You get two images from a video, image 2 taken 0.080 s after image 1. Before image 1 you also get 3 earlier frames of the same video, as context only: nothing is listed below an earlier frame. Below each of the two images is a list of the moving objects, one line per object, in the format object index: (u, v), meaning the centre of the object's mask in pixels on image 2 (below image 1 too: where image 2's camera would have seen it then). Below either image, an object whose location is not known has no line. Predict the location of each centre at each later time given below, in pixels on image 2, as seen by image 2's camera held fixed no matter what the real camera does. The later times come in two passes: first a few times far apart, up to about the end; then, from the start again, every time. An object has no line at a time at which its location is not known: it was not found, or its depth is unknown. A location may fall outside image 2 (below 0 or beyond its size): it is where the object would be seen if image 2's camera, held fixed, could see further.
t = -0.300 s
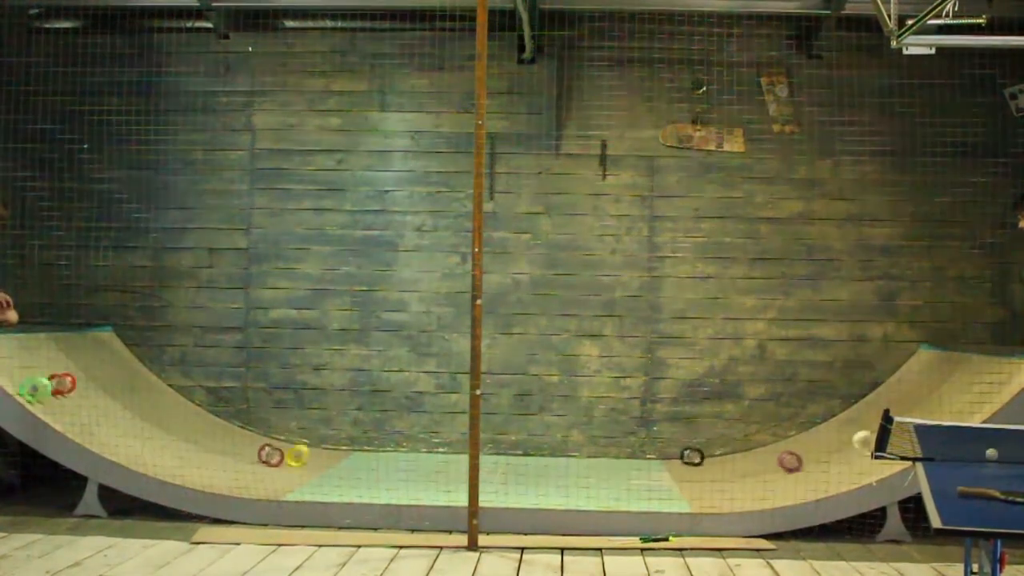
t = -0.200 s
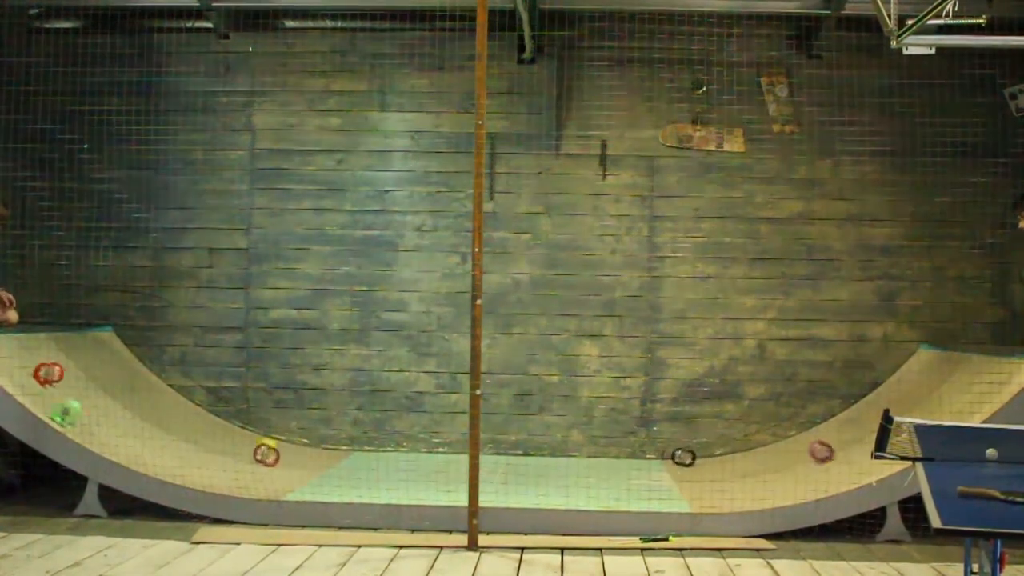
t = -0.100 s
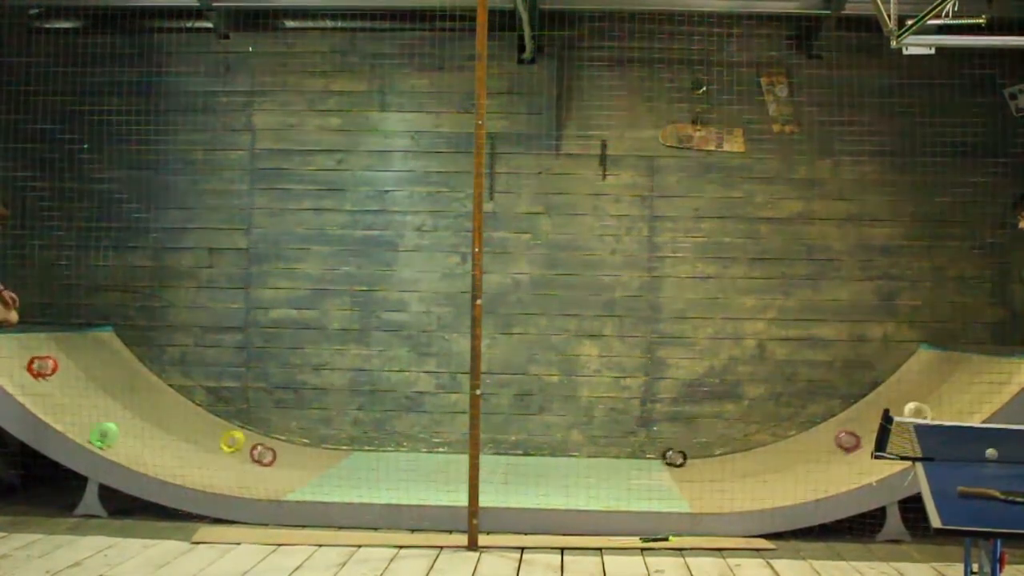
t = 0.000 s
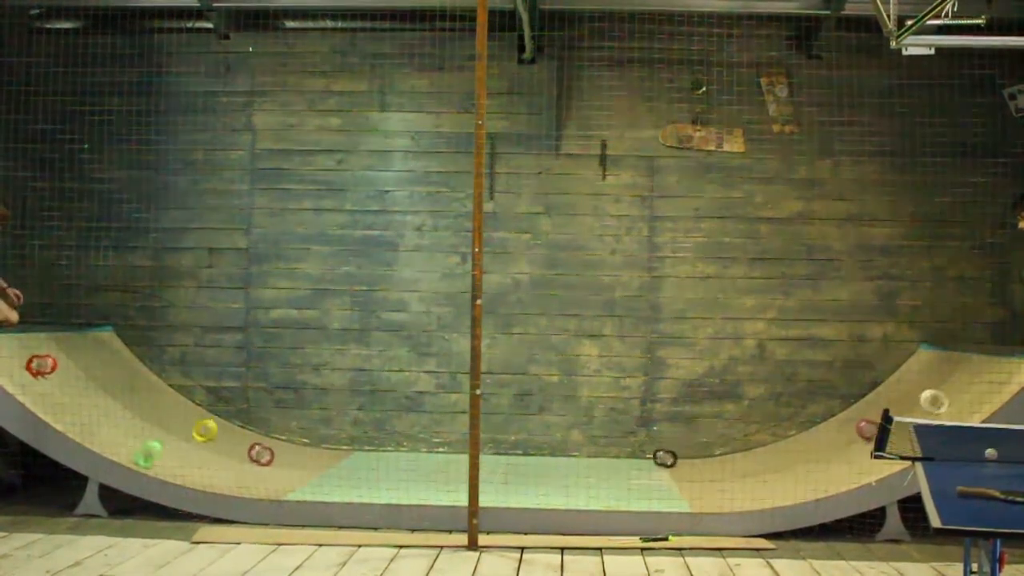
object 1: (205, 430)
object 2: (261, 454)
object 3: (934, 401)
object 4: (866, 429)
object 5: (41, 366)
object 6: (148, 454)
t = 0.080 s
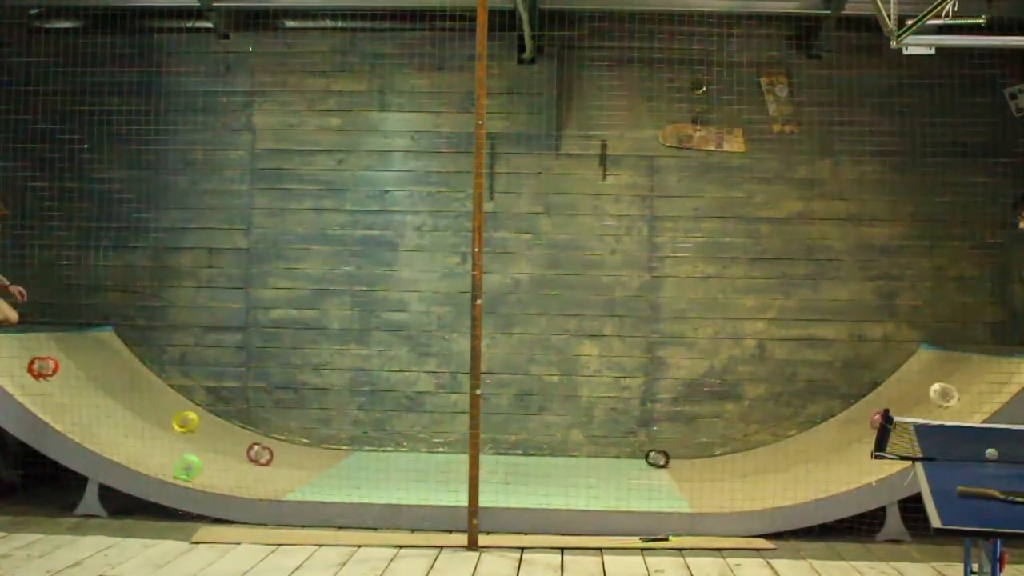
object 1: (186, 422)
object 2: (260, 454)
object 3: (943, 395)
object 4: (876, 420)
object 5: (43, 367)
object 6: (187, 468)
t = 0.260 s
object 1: (153, 403)
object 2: (260, 454)
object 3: (952, 388)
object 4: (902, 409)
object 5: (60, 383)
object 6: (284, 483)
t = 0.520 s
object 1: (131, 386)
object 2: (267, 455)
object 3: (931, 405)
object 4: (901, 409)
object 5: (115, 423)
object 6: (423, 486)
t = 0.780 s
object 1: (137, 391)
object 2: (281, 456)
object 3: (866, 437)
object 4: (860, 429)
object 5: (207, 462)
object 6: (562, 489)
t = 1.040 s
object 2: (299, 457)
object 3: (776, 473)
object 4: (797, 460)
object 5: (321, 477)
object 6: (697, 491)
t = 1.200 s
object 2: (312, 457)
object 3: (706, 481)
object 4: (743, 471)
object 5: (393, 479)
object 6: (777, 484)
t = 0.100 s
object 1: (181, 419)
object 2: (260, 454)
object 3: (946, 393)
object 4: (876, 419)
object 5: (43, 369)
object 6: (196, 471)
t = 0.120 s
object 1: (177, 417)
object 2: (259, 454)
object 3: (947, 392)
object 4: (879, 416)
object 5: (45, 370)
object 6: (207, 473)
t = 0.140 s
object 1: (173, 415)
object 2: (259, 454)
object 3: (948, 390)
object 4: (891, 412)
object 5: (46, 371)
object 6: (219, 475)
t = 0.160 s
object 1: (170, 413)
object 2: (260, 454)
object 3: (949, 390)
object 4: (897, 411)
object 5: (48, 373)
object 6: (228, 476)
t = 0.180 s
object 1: (166, 410)
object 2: (259, 454)
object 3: (951, 389)
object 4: (898, 411)
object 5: (50, 375)
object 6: (240, 479)
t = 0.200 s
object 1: (162, 409)
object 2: (260, 454)
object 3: (951, 389)
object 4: (899, 410)
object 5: (52, 376)
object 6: (250, 480)
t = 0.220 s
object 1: (159, 407)
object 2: (260, 454)
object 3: (951, 389)
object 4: (900, 410)
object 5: (54, 379)
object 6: (260, 481)
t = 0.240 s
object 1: (156, 404)
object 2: (260, 454)
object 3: (952, 388)
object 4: (902, 409)
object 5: (57, 381)
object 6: (273, 482)
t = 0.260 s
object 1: (153, 403)
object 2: (260, 454)
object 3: (952, 388)
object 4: (902, 409)
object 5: (60, 383)
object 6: (284, 483)
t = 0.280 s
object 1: (150, 401)
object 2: (260, 454)
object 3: (951, 388)
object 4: (903, 408)
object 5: (62, 386)
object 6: (295, 483)
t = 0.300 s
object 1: (147, 399)
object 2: (261, 454)
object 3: (951, 389)
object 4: (903, 408)
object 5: (65, 389)
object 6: (306, 484)
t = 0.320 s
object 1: (145, 398)
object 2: (261, 454)
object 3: (950, 389)
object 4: (904, 408)
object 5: (69, 391)
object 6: (318, 484)
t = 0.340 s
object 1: (143, 396)
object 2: (262, 454)
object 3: (950, 390)
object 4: (904, 407)
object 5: (73, 394)
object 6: (327, 484)
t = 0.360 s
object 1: (140, 394)
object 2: (262, 454)
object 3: (949, 391)
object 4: (904, 407)
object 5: (76, 397)
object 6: (339, 484)
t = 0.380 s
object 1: (139, 392)
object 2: (262, 454)
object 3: (947, 392)
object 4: (904, 407)
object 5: (80, 400)
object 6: (348, 484)
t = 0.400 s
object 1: (136, 391)
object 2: (263, 454)
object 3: (945, 394)
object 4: (904, 407)
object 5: (85, 403)
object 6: (359, 485)
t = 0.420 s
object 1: (136, 390)
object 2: (264, 454)
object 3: (944, 395)
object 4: (904, 407)
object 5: (89, 406)
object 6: (370, 485)
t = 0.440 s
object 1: (134, 389)
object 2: (265, 454)
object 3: (941, 397)
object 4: (904, 408)
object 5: (94, 410)
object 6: (381, 485)
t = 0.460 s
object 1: (133, 388)
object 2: (265, 454)
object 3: (939, 398)
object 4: (903, 408)
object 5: (99, 413)
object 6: (393, 486)
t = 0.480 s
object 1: (132, 387)
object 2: (266, 455)
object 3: (937, 400)
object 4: (903, 408)
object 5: (104, 416)
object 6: (403, 486)
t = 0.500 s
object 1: (131, 387)
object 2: (267, 455)
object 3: (934, 402)
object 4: (902, 409)
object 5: (109, 420)
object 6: (412, 486)
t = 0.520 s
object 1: (131, 386)
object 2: (267, 455)
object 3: (931, 405)
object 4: (901, 409)
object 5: (115, 423)
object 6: (423, 486)
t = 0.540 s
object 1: (130, 386)
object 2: (268, 455)
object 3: (928, 406)
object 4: (900, 409)
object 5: (121, 427)
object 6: (435, 487)
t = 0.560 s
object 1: (130, 386)
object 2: (269, 455)
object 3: (925, 408)
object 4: (899, 410)
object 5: (127, 430)
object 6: (446, 487)
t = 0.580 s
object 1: (130, 385)
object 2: (269, 455)
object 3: (921, 409)
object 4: (897, 410)
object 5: (133, 433)
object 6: (457, 487)
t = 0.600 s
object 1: (130, 385)
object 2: (271, 455)
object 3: (917, 411)
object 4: (894, 411)
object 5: (139, 437)
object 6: (462, 486)
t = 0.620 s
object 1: (130, 386)
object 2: (272, 455)
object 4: (884, 413)
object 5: (147, 440)
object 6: (483, 485)
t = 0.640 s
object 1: (130, 386)
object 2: (273, 455)
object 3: (908, 413)
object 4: (880, 416)
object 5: (153, 443)
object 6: (489, 487)
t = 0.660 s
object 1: (130, 386)
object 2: (274, 455)
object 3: (903, 414)
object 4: (877, 418)
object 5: (161, 446)
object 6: (500, 488)
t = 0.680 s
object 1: (131, 387)
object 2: (275, 455)
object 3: (895, 414)
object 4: (875, 422)
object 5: (168, 449)
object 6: (510, 488)
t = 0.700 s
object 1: (132, 387)
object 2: (276, 455)
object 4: (873, 423)
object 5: (176, 452)
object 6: (521, 488)
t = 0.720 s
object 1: (133, 388)
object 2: (277, 455)
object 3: (875, 428)
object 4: (871, 425)
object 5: (183, 455)
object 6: (531, 488)
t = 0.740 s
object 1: (134, 389)
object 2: (278, 456)
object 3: (874, 430)
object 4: (866, 425)
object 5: (191, 457)
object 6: (541, 489)
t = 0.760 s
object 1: (135, 390)
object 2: (279, 456)
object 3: (870, 433)
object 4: (864, 427)
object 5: (199, 460)
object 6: (551, 489)
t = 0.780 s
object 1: (137, 391)
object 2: (281, 456)
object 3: (866, 437)
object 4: (860, 429)
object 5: (207, 462)
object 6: (562, 489)
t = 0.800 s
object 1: (139, 393)
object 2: (282, 456)
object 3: (862, 441)
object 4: (855, 430)
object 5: (216, 464)
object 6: (572, 490)
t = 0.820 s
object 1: (141, 394)
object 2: (283, 456)
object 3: (859, 445)
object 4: (855, 431)
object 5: (224, 466)
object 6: (585, 490)
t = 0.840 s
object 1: (143, 395)
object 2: (285, 456)
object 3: (853, 449)
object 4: (852, 434)
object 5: (232, 468)
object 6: (594, 490)
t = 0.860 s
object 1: (145, 397)
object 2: (286, 456)
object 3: (845, 451)
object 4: (847, 436)
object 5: (241, 469)
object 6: (604, 490)
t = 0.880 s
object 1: (148, 398)
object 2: (287, 456)
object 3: (838, 454)
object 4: (843, 439)
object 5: (250, 471)
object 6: (614, 491)
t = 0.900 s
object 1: (150, 400)
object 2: (289, 456)
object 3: (831, 457)
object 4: (839, 443)
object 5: (259, 472)
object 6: (625, 491)
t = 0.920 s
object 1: (152, 402)
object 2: (290, 456)
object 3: (824, 459)
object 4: (833, 445)
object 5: (267, 474)
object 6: (636, 491)
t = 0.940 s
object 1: (155, 404)
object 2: (292, 456)
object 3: (816, 462)
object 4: (828, 448)
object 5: (276, 475)
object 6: (645, 491)
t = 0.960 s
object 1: (159, 406)
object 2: (293, 456)
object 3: (808, 464)
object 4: (821, 451)
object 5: (285, 476)
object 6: (656, 491)
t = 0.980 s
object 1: (162, 408)
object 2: (294, 456)
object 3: (801, 467)
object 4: (816, 453)
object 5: (294, 477)
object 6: (666, 492)
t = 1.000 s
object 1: (165, 410)
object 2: (296, 456)
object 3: (792, 469)
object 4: (810, 455)
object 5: (303, 477)
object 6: (677, 492)
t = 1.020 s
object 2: (297, 456)
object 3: (785, 471)
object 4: (803, 458)
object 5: (313, 477)
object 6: (688, 492)
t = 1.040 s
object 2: (299, 457)
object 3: (776, 473)
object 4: (797, 460)
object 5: (321, 477)
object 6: (697, 491)
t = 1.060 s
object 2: (301, 457)
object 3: (768, 474)
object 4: (790, 461)
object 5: (331, 477)
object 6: (707, 491)
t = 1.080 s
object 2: (303, 457)
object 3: (759, 475)
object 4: (785, 463)
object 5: (340, 478)
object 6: (718, 491)
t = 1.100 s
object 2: (304, 457)
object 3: (750, 477)
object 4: (777, 464)
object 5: (348, 479)
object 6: (728, 491)
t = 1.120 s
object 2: (306, 457)
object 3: (740, 472)
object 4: (771, 466)
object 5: (357, 478)
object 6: (739, 489)
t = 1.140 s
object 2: (307, 457)
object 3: (729, 476)
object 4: (764, 468)
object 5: (366, 479)
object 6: (748, 488)
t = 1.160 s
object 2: (309, 457)
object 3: (723, 479)
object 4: (757, 467)
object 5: (375, 479)
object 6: (758, 487)
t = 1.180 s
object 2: (311, 457)
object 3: (715, 481)
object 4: (749, 469)
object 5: (384, 479)
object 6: (767, 486)
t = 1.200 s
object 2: (312, 457)
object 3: (706, 481)
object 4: (743, 471)
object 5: (393, 479)
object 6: (777, 484)
